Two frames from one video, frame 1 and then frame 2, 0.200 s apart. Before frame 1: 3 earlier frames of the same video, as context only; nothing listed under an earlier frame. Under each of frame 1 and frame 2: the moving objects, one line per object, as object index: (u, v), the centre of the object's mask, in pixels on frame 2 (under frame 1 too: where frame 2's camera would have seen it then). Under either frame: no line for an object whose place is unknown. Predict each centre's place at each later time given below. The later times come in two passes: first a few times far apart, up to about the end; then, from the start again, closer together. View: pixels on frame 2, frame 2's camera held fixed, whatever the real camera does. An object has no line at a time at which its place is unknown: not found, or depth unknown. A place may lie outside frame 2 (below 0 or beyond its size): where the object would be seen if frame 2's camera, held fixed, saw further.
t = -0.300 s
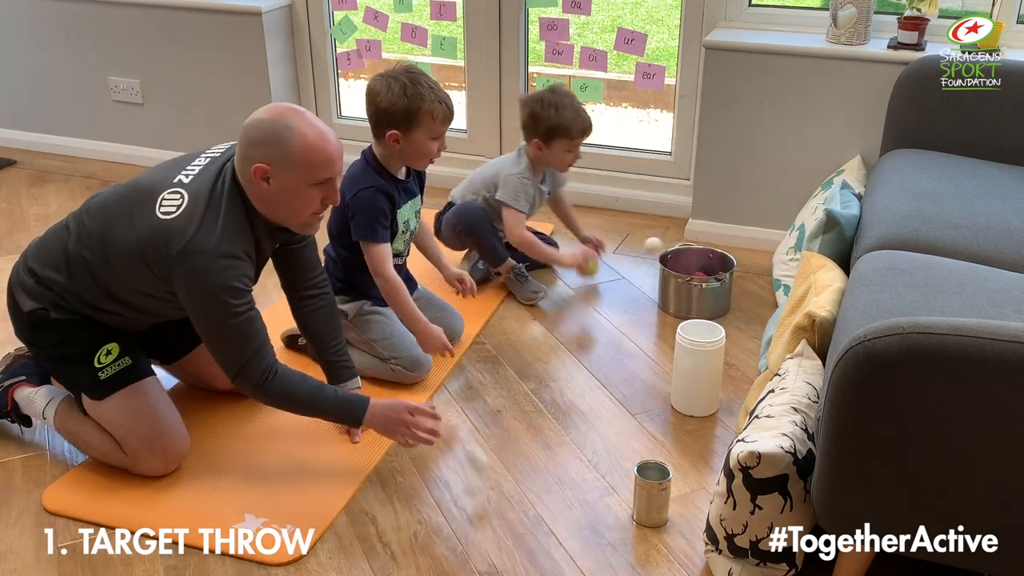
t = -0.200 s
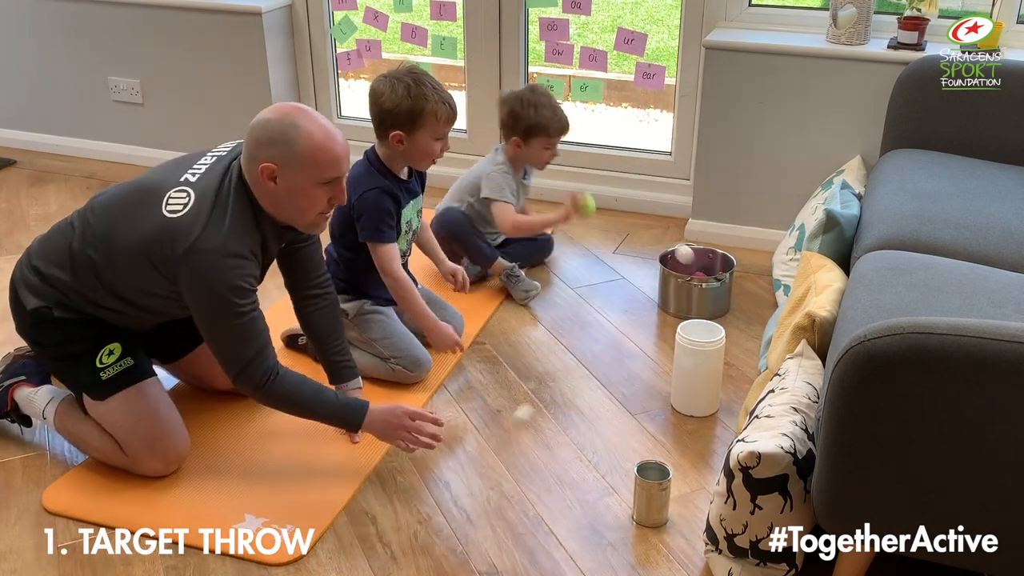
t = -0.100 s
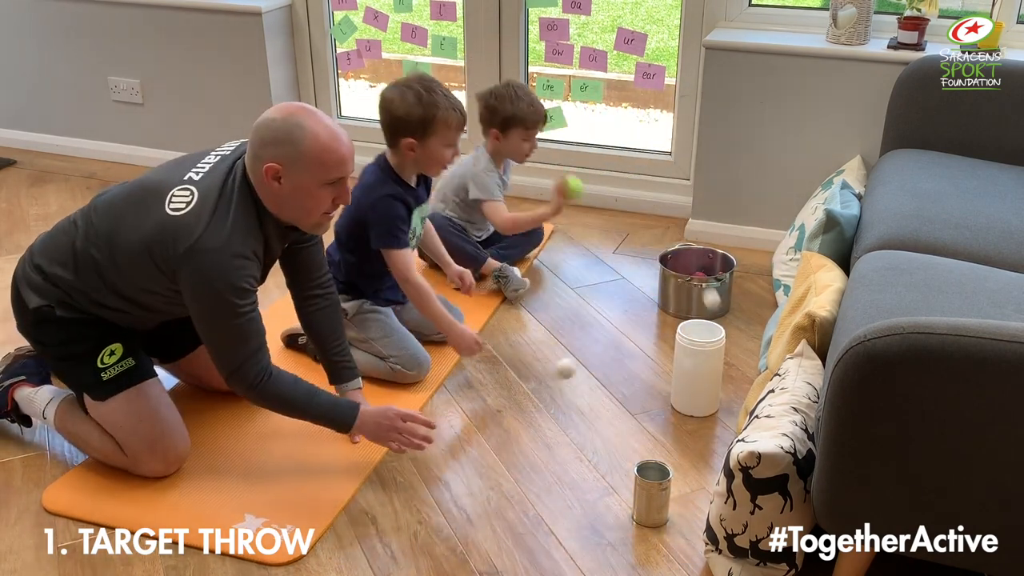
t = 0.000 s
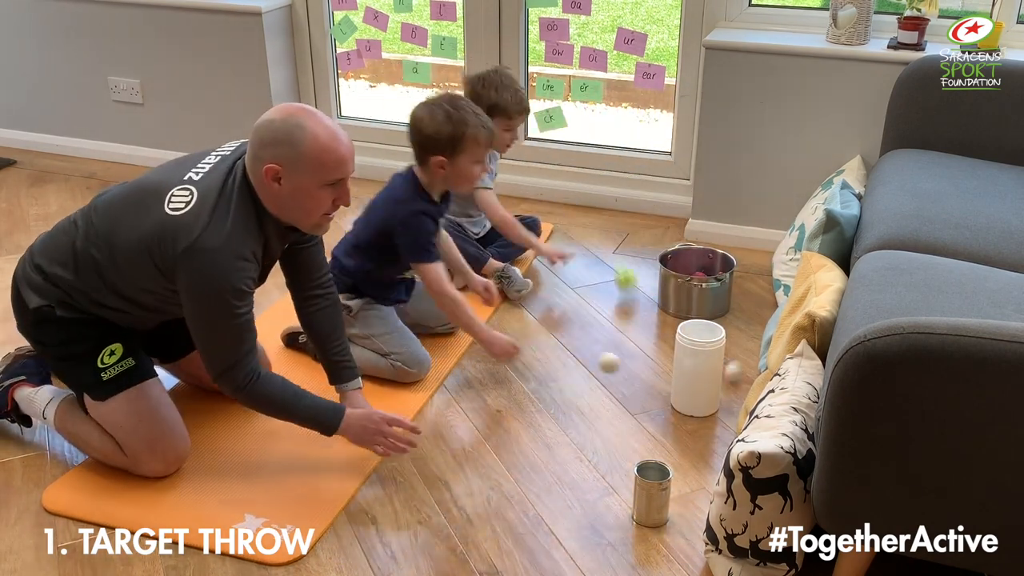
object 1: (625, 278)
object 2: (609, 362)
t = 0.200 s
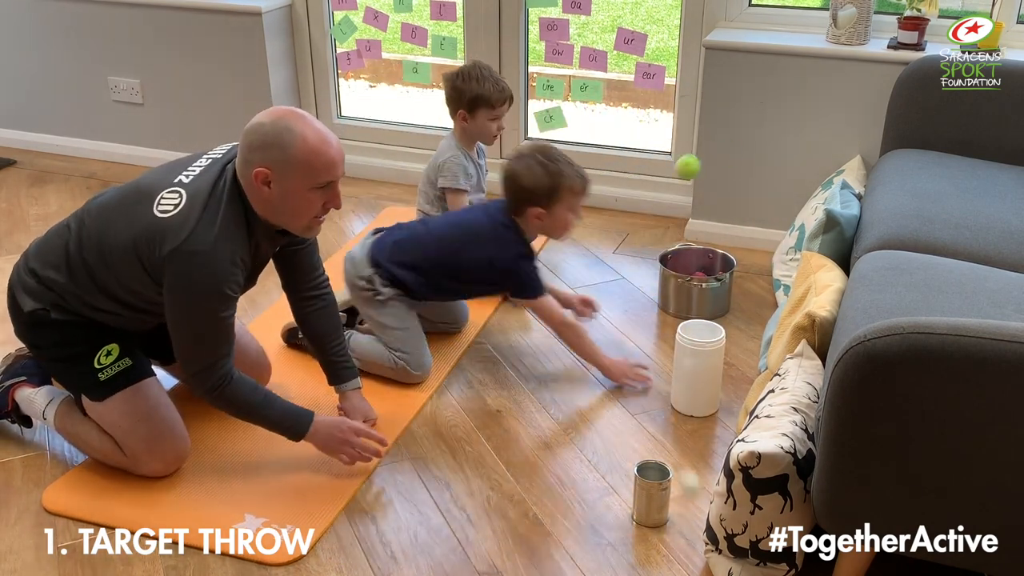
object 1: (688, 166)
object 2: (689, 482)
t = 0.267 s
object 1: (707, 152)
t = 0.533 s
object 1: (766, 243)
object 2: (648, 531)
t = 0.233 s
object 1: (697, 157)
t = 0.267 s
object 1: (707, 152)
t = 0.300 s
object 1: (715, 151)
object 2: (687, 501)
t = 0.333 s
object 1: (723, 153)
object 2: (675, 490)
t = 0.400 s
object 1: (740, 168)
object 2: (662, 494)
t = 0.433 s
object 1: (747, 182)
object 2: (657, 507)
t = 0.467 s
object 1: (754, 199)
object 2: (651, 522)
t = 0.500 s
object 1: (760, 218)
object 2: (646, 542)
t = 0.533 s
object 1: (766, 243)
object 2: (648, 531)
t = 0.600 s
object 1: (757, 272)
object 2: (652, 525)
